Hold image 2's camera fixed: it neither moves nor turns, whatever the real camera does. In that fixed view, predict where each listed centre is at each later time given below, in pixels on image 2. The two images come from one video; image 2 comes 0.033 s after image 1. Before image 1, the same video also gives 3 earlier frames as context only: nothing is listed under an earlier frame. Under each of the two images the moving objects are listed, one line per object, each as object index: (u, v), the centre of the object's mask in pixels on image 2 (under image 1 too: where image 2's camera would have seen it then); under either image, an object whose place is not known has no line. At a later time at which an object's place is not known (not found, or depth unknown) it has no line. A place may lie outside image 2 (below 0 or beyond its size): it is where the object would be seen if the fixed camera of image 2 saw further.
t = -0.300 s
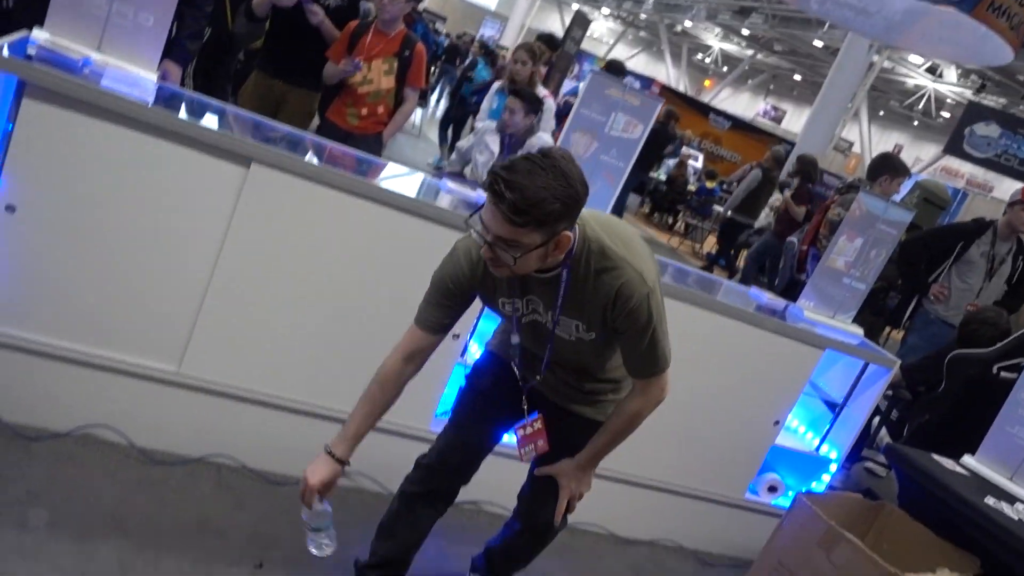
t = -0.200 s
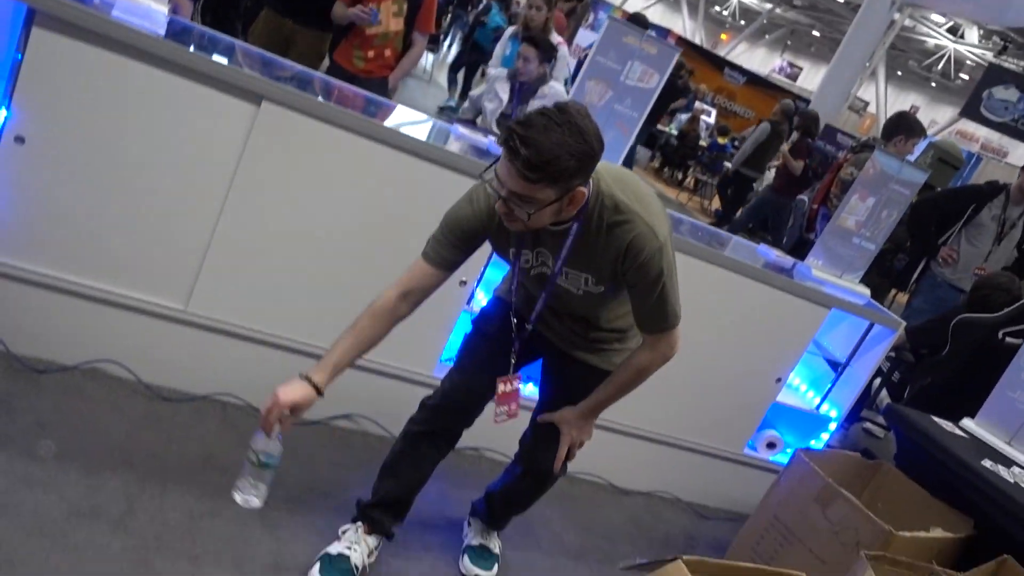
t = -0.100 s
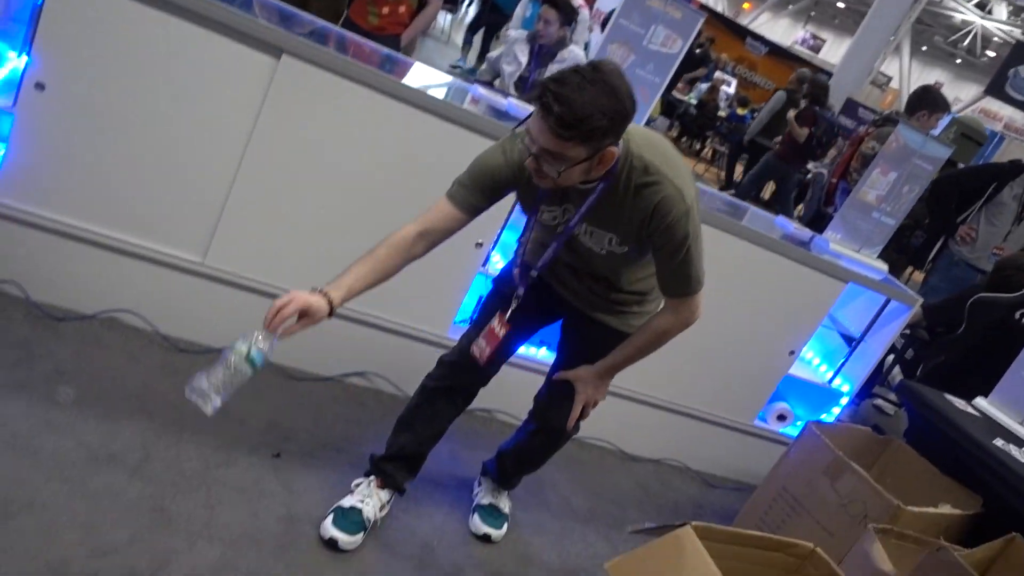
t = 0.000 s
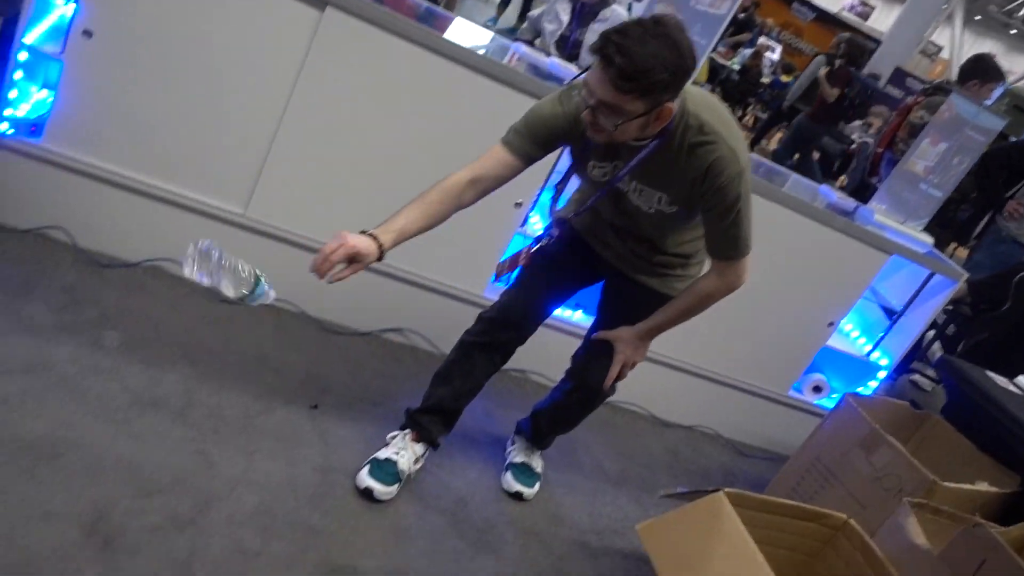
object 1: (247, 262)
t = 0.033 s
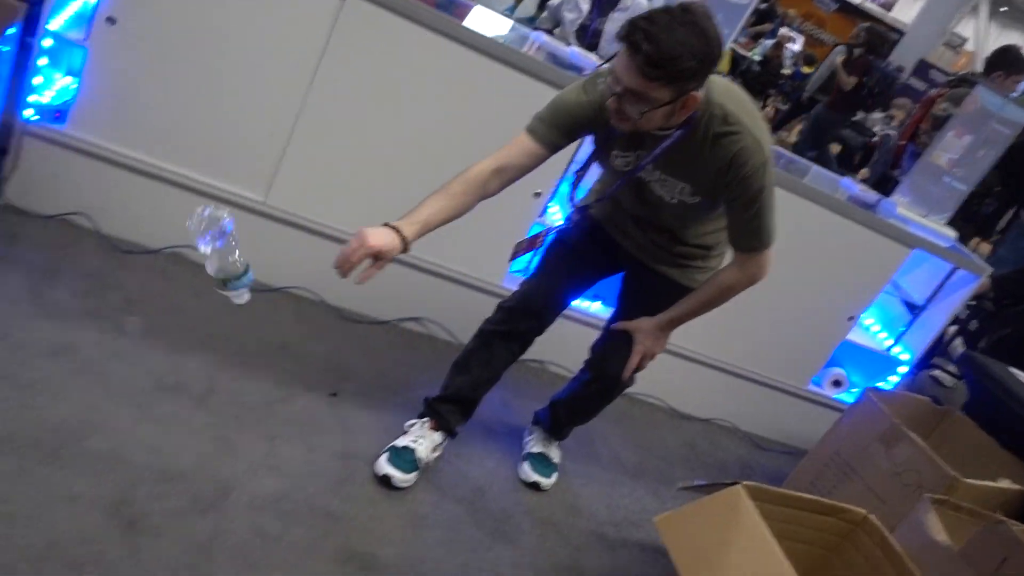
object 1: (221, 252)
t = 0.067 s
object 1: (189, 246)
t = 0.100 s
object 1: (149, 238)
